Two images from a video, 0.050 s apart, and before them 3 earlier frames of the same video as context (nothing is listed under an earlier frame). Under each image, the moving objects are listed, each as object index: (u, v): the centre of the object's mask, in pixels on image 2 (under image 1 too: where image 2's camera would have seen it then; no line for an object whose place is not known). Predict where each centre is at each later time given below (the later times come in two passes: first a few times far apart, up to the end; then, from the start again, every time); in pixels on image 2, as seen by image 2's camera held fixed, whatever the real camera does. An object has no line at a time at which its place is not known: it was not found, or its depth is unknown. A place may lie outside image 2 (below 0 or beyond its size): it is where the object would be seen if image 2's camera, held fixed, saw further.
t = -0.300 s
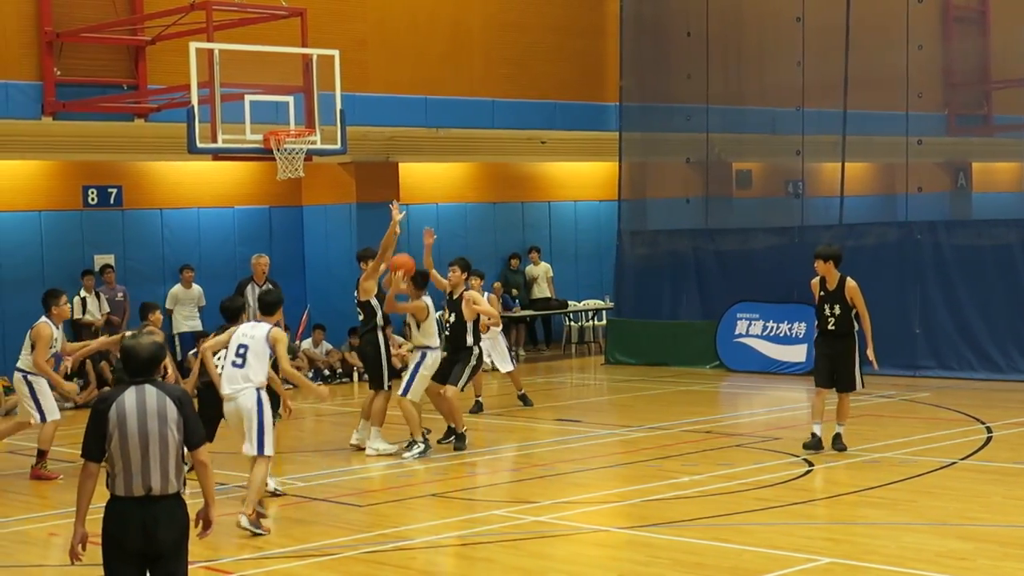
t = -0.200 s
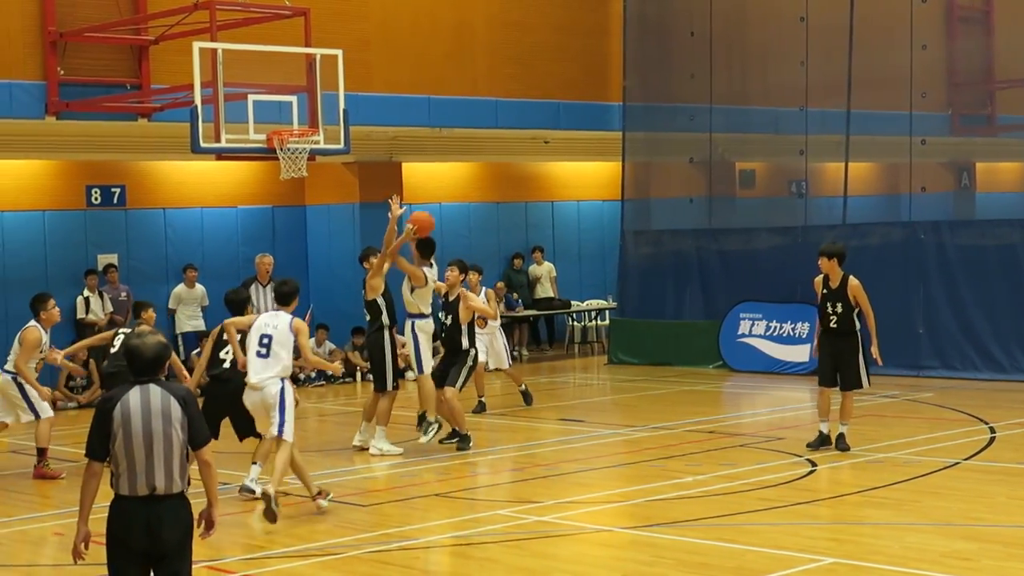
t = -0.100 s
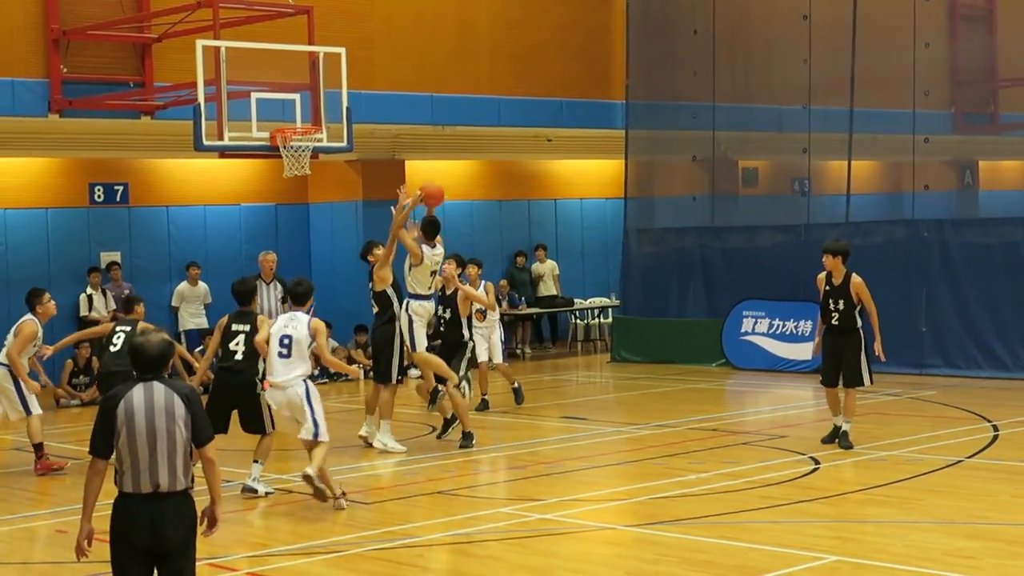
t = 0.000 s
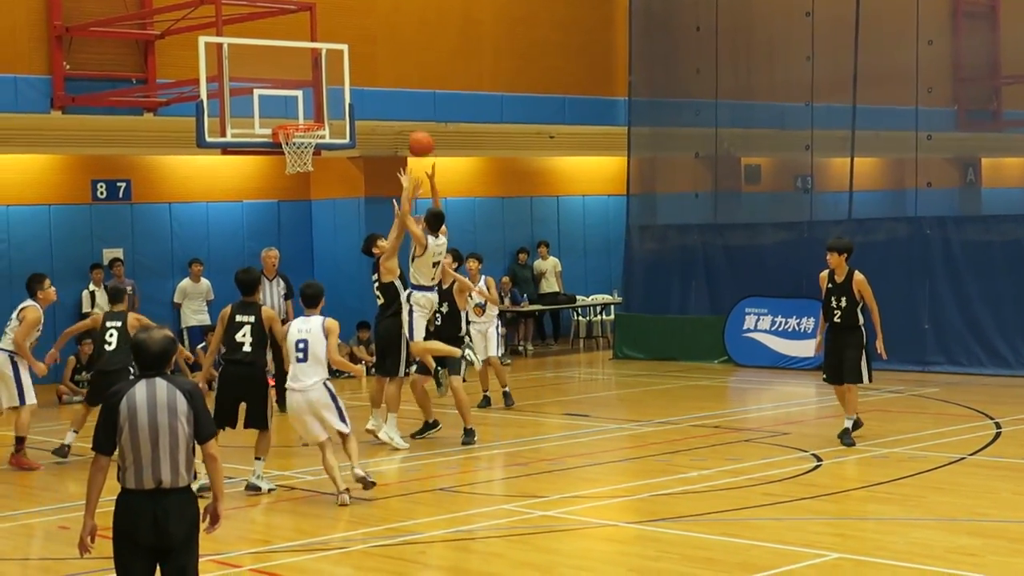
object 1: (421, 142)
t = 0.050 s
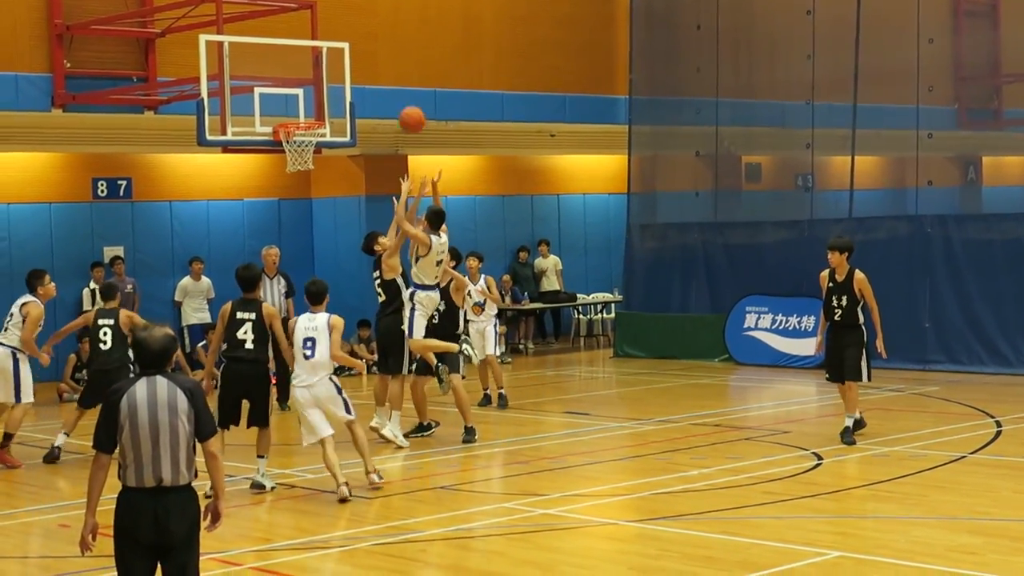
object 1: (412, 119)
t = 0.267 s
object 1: (374, 54)
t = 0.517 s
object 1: (335, 42)
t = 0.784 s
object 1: (298, 99)
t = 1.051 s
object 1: (252, 122)
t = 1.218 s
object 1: (222, 160)
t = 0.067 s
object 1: (409, 113)
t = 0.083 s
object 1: (406, 106)
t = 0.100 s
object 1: (403, 99)
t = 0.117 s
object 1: (400, 93)
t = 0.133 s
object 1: (397, 88)
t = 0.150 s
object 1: (394, 83)
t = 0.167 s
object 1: (391, 77)
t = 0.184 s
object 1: (388, 73)
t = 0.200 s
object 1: (385, 69)
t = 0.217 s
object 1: (382, 64)
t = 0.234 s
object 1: (380, 60)
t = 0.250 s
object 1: (377, 57)
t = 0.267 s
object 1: (374, 54)
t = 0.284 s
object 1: (371, 51)
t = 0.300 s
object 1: (369, 49)
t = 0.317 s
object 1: (365, 47)
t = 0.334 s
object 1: (363, 45)
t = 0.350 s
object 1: (361, 43)
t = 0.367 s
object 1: (358, 41)
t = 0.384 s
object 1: (355, 40)
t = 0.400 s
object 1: (352, 40)
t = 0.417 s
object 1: (350, 39)
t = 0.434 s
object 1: (347, 39)
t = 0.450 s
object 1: (345, 39)
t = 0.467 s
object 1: (342, 39)
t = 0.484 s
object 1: (340, 40)
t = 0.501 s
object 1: (338, 40)
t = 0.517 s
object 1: (335, 42)
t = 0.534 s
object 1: (332, 43)
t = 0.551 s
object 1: (330, 45)
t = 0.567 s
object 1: (327, 47)
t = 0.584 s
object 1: (325, 50)
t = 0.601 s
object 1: (323, 52)
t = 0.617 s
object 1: (320, 56)
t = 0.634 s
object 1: (317, 58)
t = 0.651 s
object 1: (315, 61)
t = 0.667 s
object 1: (313, 65)
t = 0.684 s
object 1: (311, 67)
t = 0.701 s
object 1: (309, 71)
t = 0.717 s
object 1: (308, 77)
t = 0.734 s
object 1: (304, 82)
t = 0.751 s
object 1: (302, 87)
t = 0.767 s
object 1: (299, 93)
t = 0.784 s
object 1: (298, 99)
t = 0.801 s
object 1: (295, 104)
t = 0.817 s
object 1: (293, 111)
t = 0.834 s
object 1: (291, 115)
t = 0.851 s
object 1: (288, 114)
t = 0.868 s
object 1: (286, 114)
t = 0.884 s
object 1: (282, 113)
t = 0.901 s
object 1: (279, 113)
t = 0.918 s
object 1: (276, 113)
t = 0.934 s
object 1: (273, 113)
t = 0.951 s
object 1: (271, 113)
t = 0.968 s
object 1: (267, 114)
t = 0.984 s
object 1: (265, 115)
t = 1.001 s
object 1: (262, 116)
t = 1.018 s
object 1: (259, 118)
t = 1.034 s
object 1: (256, 120)
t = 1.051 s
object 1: (252, 122)
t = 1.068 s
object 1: (249, 124)
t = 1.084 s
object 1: (247, 127)
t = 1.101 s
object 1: (243, 129)
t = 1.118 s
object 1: (240, 133)
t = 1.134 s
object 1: (237, 138)
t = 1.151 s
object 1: (234, 141)
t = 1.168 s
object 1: (231, 145)
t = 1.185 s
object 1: (228, 150)
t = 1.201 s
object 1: (225, 155)
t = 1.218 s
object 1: (222, 160)
